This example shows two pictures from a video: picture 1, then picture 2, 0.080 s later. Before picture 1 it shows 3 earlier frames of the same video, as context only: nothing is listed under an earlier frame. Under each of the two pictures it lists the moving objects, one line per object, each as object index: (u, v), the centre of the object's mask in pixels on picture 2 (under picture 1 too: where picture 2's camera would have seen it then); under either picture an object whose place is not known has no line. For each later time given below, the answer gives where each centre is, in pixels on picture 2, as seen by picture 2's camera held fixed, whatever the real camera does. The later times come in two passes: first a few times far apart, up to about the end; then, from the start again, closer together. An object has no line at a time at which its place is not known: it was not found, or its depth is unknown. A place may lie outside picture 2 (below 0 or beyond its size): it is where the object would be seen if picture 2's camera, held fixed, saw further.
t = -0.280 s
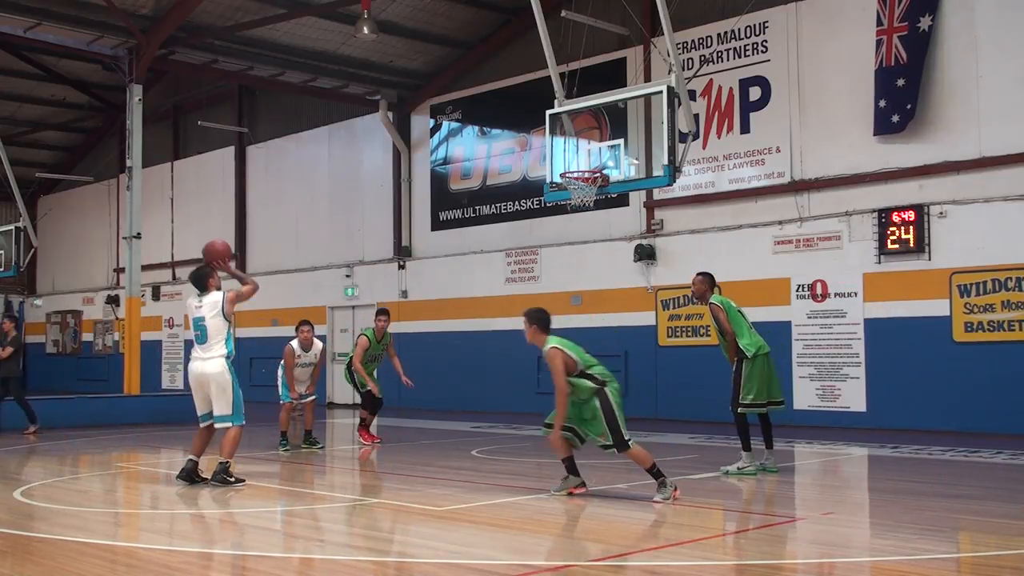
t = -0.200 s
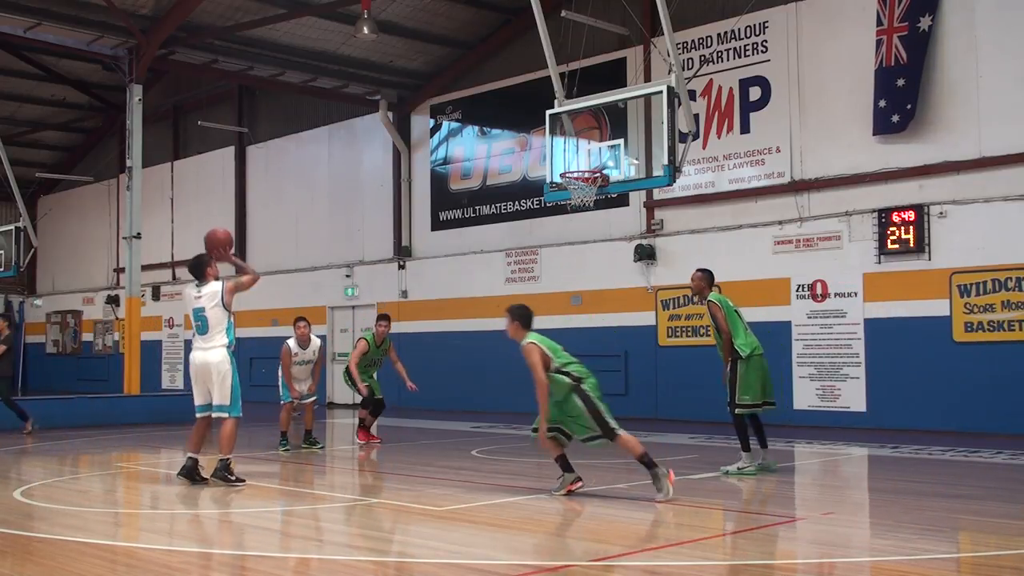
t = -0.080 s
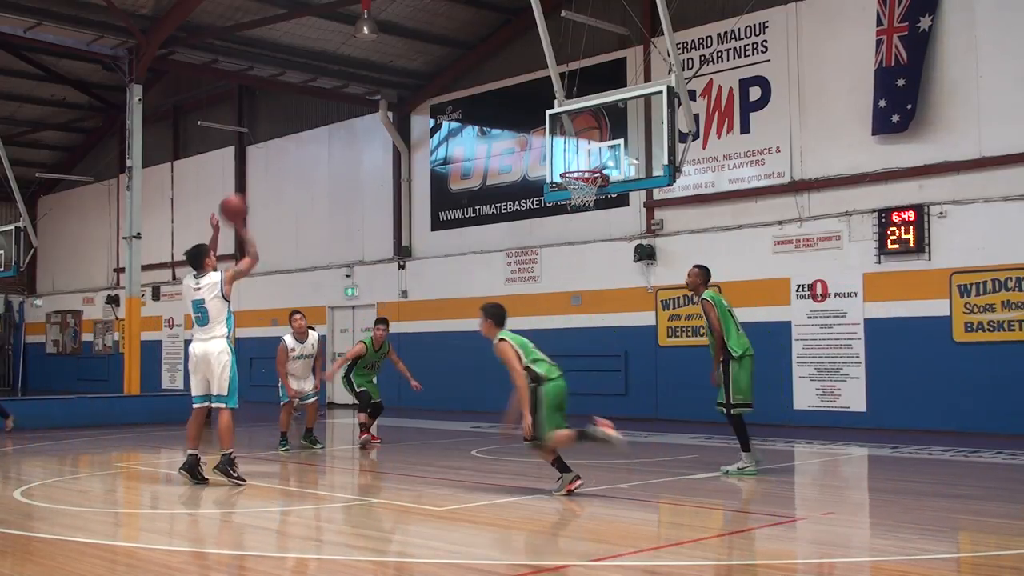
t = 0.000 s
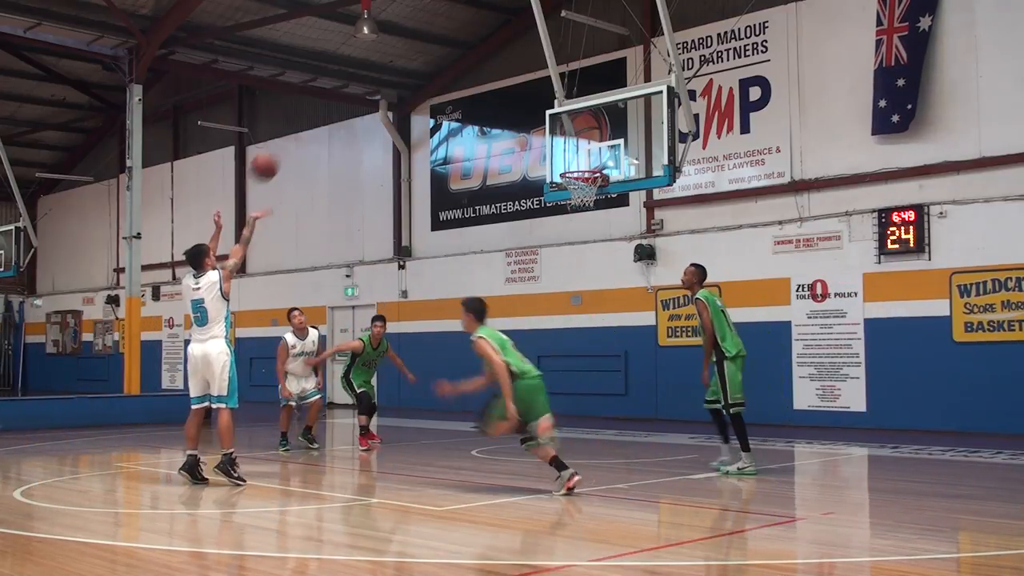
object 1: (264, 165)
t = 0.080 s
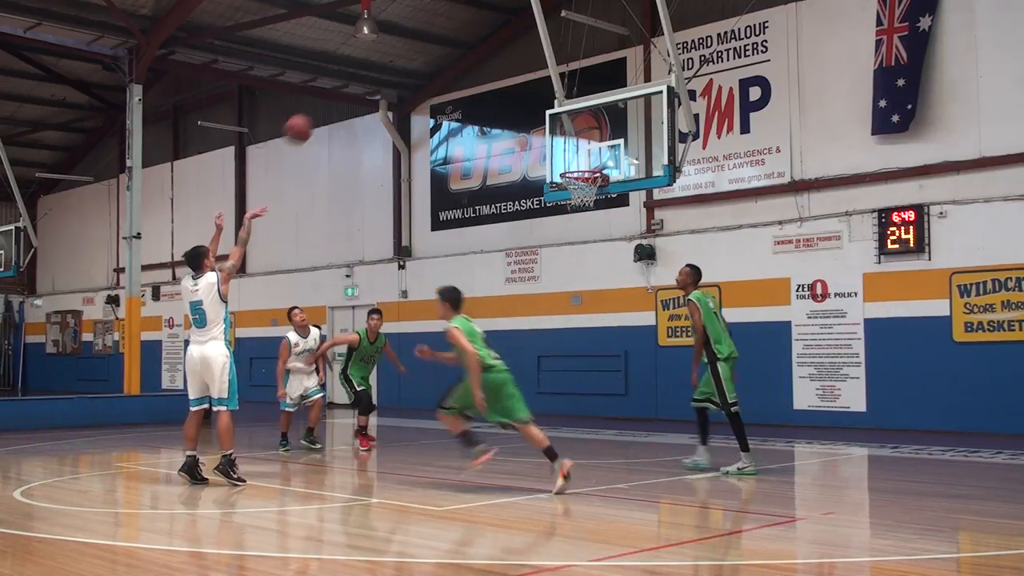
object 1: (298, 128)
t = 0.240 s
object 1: (361, 79)
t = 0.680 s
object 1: (507, 80)
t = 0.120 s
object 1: (314, 113)
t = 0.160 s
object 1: (330, 100)
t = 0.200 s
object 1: (345, 89)
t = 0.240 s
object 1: (361, 79)
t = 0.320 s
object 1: (390, 65)
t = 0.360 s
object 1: (404, 60)
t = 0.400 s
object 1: (418, 57)
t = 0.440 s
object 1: (431, 57)
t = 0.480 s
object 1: (445, 58)
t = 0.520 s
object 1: (458, 60)
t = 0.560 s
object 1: (470, 62)
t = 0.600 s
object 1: (481, 66)
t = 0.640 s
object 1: (494, 72)
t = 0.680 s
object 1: (507, 80)
